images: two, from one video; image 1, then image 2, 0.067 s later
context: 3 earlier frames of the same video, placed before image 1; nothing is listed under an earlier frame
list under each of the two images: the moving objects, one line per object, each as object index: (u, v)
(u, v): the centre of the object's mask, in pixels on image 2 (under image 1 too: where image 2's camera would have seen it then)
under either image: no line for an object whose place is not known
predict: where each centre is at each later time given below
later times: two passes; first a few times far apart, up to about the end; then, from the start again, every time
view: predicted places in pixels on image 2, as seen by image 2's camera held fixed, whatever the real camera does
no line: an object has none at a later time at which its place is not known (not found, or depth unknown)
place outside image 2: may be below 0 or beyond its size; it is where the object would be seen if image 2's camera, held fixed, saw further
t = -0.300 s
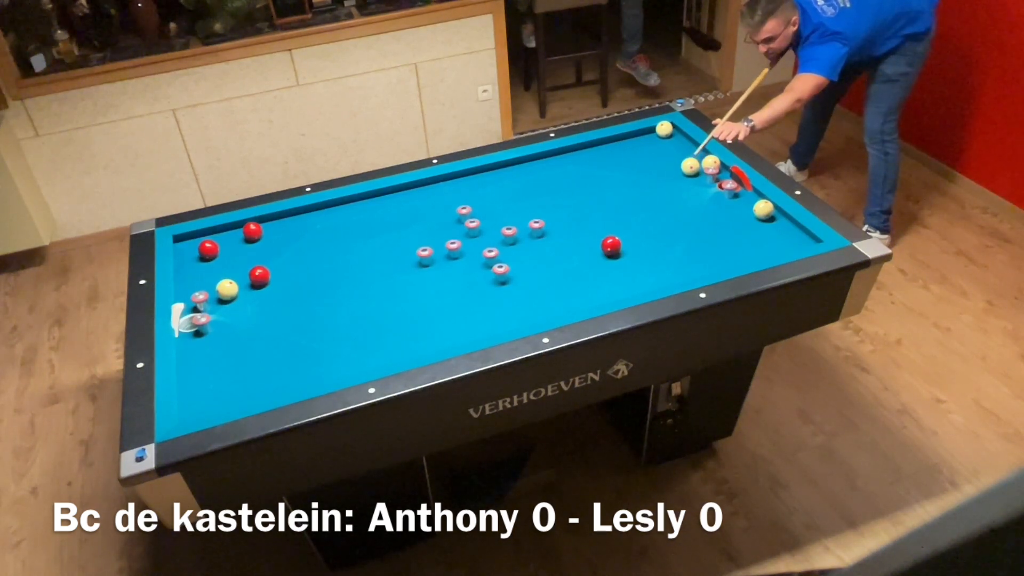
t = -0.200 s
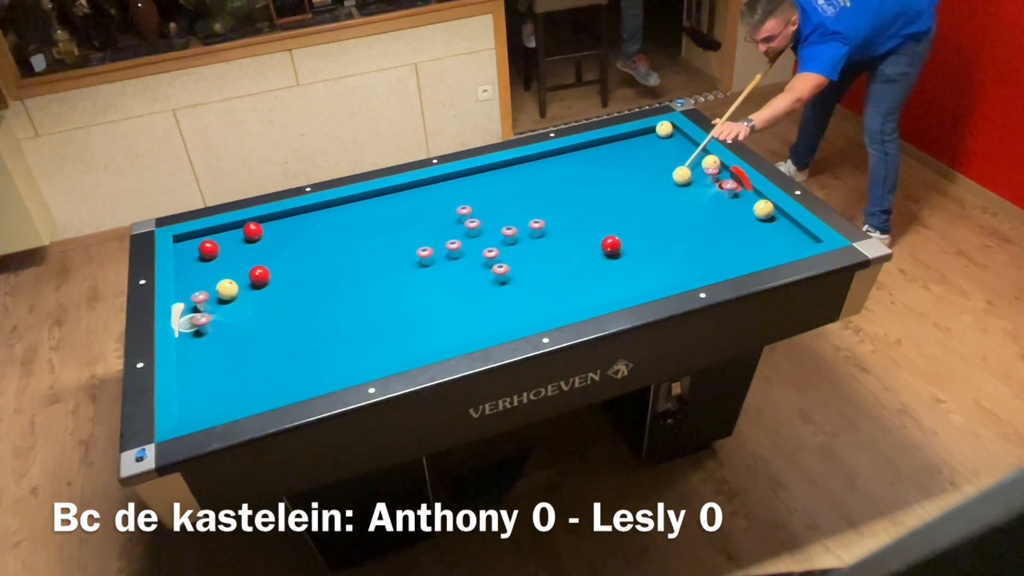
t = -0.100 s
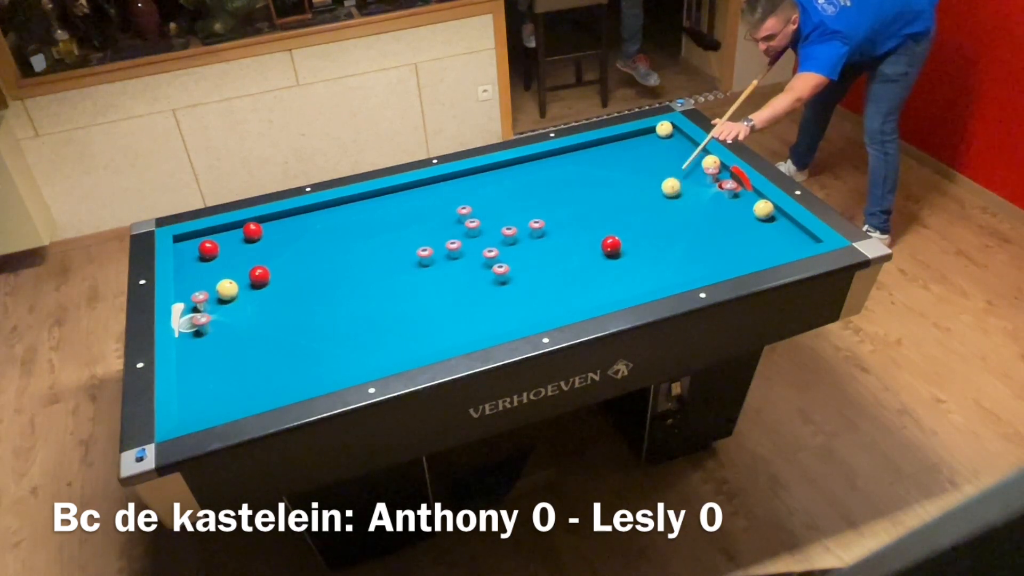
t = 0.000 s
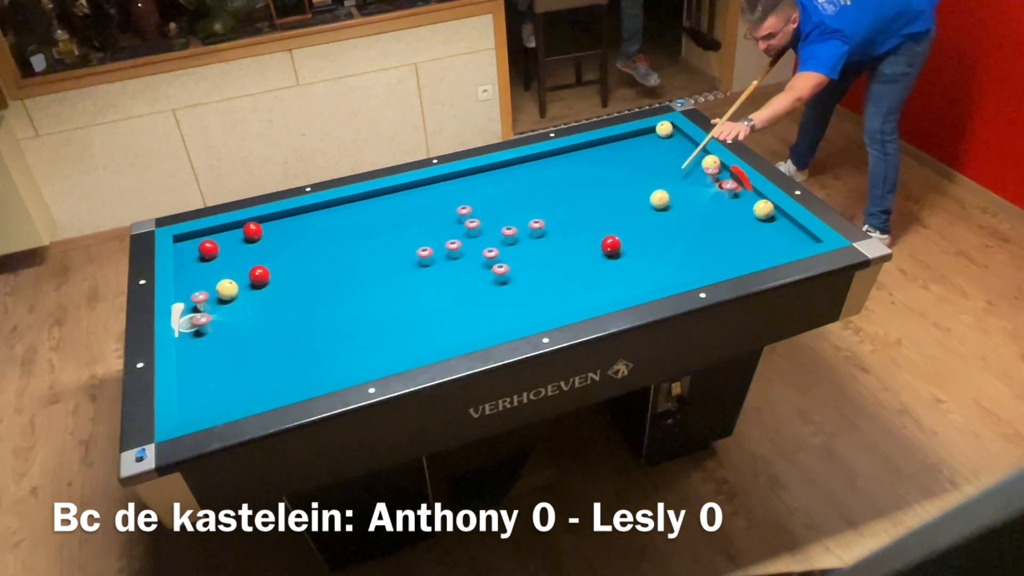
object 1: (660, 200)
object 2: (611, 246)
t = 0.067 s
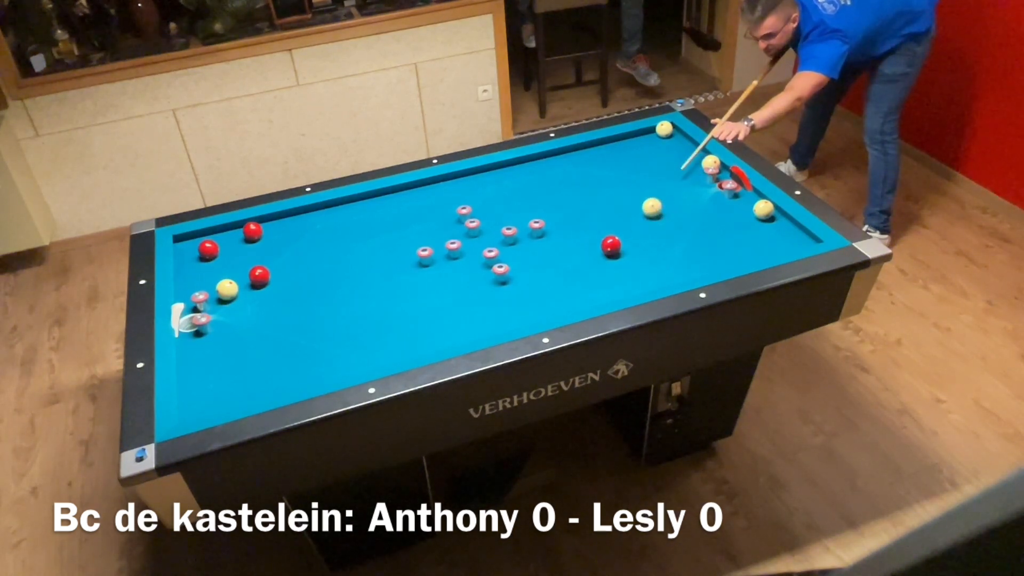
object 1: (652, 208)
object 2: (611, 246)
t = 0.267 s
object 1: (628, 234)
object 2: (611, 246)
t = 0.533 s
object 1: (626, 248)
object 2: (579, 268)
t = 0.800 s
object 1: (626, 261)
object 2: (547, 290)
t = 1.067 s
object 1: (625, 274)
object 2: (513, 314)
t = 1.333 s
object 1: (624, 286)
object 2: (477, 330)
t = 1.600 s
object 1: (614, 291)
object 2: (443, 333)
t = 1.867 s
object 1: (597, 291)
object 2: (410, 336)
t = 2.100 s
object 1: (584, 290)
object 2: (383, 337)
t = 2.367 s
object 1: (569, 289)
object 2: (353, 339)
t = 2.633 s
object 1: (556, 288)
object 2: (324, 340)
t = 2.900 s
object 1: (544, 288)
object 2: (297, 342)
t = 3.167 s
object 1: (533, 287)
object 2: (271, 344)
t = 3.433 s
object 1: (524, 287)
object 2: (246, 345)
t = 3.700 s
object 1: (515, 286)
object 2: (223, 346)
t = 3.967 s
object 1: (508, 286)
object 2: (201, 348)
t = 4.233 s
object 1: (502, 286)
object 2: (193, 345)
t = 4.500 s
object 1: (497, 286)
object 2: (203, 341)
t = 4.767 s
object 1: (493, 286)
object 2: (213, 337)
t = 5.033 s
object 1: (490, 287)
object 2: (222, 334)
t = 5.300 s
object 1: (489, 287)
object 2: (229, 331)
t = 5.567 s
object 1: (488, 287)
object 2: (235, 328)
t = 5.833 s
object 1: (488, 287)
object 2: (239, 327)
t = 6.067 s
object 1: (488, 287)
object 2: (242, 326)
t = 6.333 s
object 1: (488, 287)
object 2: (245, 326)
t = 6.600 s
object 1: (488, 287)
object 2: (246, 326)
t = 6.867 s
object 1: (488, 287)
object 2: (247, 325)
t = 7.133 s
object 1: (488, 287)
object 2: (247, 325)
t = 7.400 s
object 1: (488, 287)
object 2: (247, 325)
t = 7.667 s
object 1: (488, 287)
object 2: (247, 325)
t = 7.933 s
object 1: (488, 287)
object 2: (247, 325)
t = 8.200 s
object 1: (488, 287)
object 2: (247, 325)
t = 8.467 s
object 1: (488, 287)
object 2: (247, 325)
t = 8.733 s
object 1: (488, 287)
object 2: (247, 325)
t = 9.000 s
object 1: (488, 287)
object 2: (247, 325)
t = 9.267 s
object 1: (488, 287)
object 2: (247, 325)
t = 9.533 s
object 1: (488, 287)
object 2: (247, 325)
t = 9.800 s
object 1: (488, 287)
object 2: (247, 325)
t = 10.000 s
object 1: (488, 287)
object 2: (247, 325)
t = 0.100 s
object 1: (648, 212)
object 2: (611, 246)
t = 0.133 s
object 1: (644, 216)
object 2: (611, 246)
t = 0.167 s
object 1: (640, 221)
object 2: (611, 246)
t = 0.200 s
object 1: (636, 225)
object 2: (611, 246)
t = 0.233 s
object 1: (632, 230)
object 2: (611, 246)
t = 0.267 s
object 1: (628, 234)
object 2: (611, 246)
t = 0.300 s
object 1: (625, 237)
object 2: (609, 247)
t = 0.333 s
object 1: (626, 238)
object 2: (604, 251)
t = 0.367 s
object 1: (626, 240)
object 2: (600, 254)
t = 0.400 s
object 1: (626, 241)
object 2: (595, 257)
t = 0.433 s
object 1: (626, 243)
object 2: (591, 260)
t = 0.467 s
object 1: (626, 244)
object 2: (587, 263)
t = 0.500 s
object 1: (626, 246)
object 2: (583, 265)
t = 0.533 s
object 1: (626, 248)
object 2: (579, 268)
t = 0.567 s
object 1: (626, 250)
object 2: (575, 271)
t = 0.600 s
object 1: (626, 251)
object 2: (571, 274)
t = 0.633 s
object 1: (626, 253)
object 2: (567, 276)
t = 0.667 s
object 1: (626, 254)
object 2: (563, 279)
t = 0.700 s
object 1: (626, 256)
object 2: (559, 282)
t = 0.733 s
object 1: (626, 258)
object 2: (555, 285)
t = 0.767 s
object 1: (626, 259)
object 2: (551, 288)
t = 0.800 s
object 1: (626, 261)
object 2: (547, 290)
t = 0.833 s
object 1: (626, 263)
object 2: (543, 293)
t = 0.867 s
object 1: (625, 264)
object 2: (539, 296)
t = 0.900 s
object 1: (625, 266)
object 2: (534, 299)
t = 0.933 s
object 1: (625, 268)
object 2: (530, 302)
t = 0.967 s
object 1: (625, 270)
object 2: (526, 305)
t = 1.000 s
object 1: (625, 271)
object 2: (522, 308)
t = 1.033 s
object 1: (625, 273)
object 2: (517, 311)
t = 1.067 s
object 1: (625, 274)
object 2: (513, 314)
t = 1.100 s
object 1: (625, 276)
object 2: (508, 317)
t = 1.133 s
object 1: (625, 277)
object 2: (504, 319)
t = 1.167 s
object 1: (624, 279)
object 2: (499, 322)
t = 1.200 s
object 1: (624, 281)
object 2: (495, 324)
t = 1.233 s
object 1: (624, 282)
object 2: (490, 327)
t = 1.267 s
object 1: (624, 284)
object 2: (486, 329)
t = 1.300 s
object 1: (624, 285)
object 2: (482, 329)
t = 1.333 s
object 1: (624, 286)
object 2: (477, 330)
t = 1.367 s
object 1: (623, 287)
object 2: (473, 331)
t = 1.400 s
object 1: (623, 289)
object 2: (469, 331)
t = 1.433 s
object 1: (623, 289)
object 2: (464, 332)
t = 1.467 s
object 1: (622, 290)
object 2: (460, 332)
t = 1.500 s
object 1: (620, 290)
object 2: (456, 332)
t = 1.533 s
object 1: (618, 290)
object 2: (452, 333)
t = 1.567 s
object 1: (616, 291)
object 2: (447, 333)
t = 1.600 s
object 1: (614, 291)
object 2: (443, 333)
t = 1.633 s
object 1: (611, 291)
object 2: (439, 334)
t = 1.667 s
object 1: (609, 291)
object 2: (435, 334)
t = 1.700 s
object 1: (607, 291)
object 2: (431, 335)
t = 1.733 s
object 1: (605, 291)
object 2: (427, 335)
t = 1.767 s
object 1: (603, 291)
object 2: (423, 335)
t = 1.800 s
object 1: (601, 291)
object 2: (419, 336)
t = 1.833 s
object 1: (599, 291)
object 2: (415, 336)
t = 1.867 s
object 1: (597, 291)
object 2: (410, 336)
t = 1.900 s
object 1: (596, 291)
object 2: (406, 336)
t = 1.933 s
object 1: (594, 291)
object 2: (403, 336)
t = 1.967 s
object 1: (591, 290)
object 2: (399, 337)
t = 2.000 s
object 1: (589, 290)
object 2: (395, 337)
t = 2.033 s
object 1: (587, 290)
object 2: (391, 337)
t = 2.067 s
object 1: (586, 290)
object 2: (387, 337)
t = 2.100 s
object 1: (584, 290)
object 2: (383, 337)
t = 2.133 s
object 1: (582, 289)
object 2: (379, 338)
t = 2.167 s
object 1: (580, 289)
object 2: (375, 338)
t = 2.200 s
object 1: (578, 289)
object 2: (372, 338)
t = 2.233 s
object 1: (576, 289)
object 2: (368, 338)
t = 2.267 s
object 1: (574, 289)
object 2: (364, 339)
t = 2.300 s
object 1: (573, 289)
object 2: (360, 338)
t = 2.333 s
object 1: (571, 289)
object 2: (356, 339)
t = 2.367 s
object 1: (569, 289)
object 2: (353, 339)
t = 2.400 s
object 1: (568, 289)
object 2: (349, 339)
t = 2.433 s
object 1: (566, 288)
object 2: (346, 340)
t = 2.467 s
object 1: (564, 288)
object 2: (342, 340)
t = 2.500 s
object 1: (562, 288)
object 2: (338, 340)
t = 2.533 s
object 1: (561, 288)
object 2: (335, 340)
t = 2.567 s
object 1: (559, 288)
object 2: (331, 340)
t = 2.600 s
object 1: (557, 288)
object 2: (328, 340)
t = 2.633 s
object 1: (556, 288)
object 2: (324, 340)
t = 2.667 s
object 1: (554, 288)
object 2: (321, 341)
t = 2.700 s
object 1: (553, 288)
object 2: (317, 341)
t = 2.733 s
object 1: (551, 288)
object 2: (314, 341)
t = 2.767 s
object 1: (550, 288)
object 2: (310, 341)
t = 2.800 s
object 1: (548, 288)
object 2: (307, 341)
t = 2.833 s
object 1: (547, 288)
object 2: (304, 341)
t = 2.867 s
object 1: (545, 288)
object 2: (300, 342)
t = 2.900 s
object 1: (544, 288)
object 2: (297, 342)
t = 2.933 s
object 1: (543, 287)
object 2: (294, 342)
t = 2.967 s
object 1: (541, 288)
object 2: (290, 342)
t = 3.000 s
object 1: (540, 287)
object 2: (287, 342)
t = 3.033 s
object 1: (538, 287)
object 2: (284, 343)
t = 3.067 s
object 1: (537, 287)
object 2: (281, 343)
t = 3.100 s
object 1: (536, 287)
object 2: (277, 343)
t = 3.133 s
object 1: (535, 287)
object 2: (274, 343)
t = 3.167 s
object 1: (533, 287)
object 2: (271, 344)
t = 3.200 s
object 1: (532, 287)
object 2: (268, 344)
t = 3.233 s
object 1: (531, 287)
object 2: (265, 344)
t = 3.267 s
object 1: (530, 287)
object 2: (262, 344)
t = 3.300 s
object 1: (528, 287)
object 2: (259, 345)
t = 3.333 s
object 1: (527, 287)
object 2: (256, 345)
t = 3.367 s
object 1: (526, 287)
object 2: (252, 345)
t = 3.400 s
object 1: (525, 287)
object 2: (249, 345)
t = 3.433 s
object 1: (524, 287)
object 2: (246, 345)
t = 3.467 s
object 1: (523, 287)
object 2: (243, 345)
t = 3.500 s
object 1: (522, 287)
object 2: (240, 346)
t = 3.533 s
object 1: (521, 287)
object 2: (237, 346)
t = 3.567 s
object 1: (520, 287)
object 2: (235, 346)
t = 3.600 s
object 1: (518, 287)
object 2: (232, 346)
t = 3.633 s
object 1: (517, 287)
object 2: (229, 346)
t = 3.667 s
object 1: (516, 287)
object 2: (226, 346)
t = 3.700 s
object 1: (515, 286)
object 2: (223, 346)
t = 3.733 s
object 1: (514, 286)
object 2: (220, 347)
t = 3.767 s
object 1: (514, 286)
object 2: (218, 347)
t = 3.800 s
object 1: (513, 286)
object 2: (215, 348)
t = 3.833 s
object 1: (512, 286)
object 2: (212, 347)
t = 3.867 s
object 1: (511, 286)
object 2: (209, 347)
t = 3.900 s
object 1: (510, 286)
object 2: (206, 348)
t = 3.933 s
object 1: (509, 286)
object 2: (204, 348)
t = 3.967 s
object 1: (508, 286)
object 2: (201, 348)
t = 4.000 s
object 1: (507, 286)
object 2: (198, 348)
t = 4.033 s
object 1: (506, 286)
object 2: (196, 348)
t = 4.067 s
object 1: (506, 286)
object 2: (194, 348)
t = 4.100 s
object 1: (505, 286)
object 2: (191, 348)
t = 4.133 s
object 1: (504, 286)
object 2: (188, 348)
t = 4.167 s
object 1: (503, 286)
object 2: (190, 348)
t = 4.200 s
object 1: (503, 286)
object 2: (191, 346)
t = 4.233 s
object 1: (502, 286)
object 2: (193, 345)
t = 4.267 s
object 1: (501, 286)
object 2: (194, 345)
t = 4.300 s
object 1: (501, 286)
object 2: (195, 345)
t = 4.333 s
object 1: (500, 286)
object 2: (196, 344)
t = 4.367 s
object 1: (499, 286)
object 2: (198, 343)
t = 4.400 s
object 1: (499, 286)
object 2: (199, 343)
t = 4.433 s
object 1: (498, 286)
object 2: (201, 342)
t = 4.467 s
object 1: (498, 286)
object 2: (202, 341)
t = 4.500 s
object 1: (497, 286)
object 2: (203, 341)
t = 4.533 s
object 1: (497, 286)
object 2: (205, 340)
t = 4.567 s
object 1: (496, 286)
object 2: (206, 340)
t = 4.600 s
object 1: (496, 286)
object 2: (207, 339)
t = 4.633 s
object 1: (495, 286)
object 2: (208, 339)
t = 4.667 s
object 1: (495, 286)
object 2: (209, 339)
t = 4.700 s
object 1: (494, 286)
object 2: (211, 338)
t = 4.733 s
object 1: (494, 286)
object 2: (212, 338)
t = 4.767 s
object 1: (493, 286)
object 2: (213, 337)
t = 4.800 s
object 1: (493, 286)
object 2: (214, 337)
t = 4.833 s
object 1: (492, 286)
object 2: (215, 336)
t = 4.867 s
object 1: (492, 286)
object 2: (216, 336)
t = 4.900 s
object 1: (492, 286)
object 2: (217, 336)
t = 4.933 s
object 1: (491, 286)
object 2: (218, 335)
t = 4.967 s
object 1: (491, 286)
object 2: (220, 335)
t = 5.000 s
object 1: (491, 286)
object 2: (221, 334)
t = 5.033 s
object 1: (490, 287)
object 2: (222, 334)
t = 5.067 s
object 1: (490, 287)
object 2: (223, 333)
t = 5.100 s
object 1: (490, 287)
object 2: (224, 332)
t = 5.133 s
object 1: (490, 287)
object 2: (225, 332)
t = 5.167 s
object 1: (489, 287)
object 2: (225, 332)
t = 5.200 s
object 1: (489, 287)
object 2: (226, 332)
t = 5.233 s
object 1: (489, 287)
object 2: (227, 332)
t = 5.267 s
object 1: (489, 287)
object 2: (228, 331)
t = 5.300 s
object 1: (489, 287)
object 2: (229, 331)
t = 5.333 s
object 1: (488, 287)
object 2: (230, 330)
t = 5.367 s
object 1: (488, 287)
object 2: (230, 330)
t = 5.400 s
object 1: (488, 287)
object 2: (231, 330)
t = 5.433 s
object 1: (488, 287)
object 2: (232, 329)
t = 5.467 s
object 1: (488, 287)
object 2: (233, 329)
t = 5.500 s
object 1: (488, 287)
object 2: (233, 329)
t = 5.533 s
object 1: (488, 287)
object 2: (234, 329)
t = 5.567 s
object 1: (488, 287)
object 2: (235, 328)
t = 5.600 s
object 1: (488, 287)
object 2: (235, 328)
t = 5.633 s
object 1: (488, 287)
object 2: (236, 328)
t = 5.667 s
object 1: (488, 287)
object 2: (236, 328)
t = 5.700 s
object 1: (488, 287)
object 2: (237, 328)
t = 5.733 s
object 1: (488, 287)
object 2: (237, 328)
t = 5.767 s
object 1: (488, 287)
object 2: (238, 327)
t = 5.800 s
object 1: (488, 287)
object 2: (239, 327)
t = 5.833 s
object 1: (488, 287)
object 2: (239, 327)
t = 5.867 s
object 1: (488, 287)
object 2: (240, 327)
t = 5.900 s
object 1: (488, 287)
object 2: (240, 327)
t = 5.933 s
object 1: (488, 287)
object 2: (241, 327)
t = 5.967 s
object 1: (488, 287)
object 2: (241, 327)
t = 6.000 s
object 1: (488, 287)
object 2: (242, 326)
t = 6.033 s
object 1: (488, 287)
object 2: (242, 326)
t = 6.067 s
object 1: (488, 287)
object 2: (242, 326)
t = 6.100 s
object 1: (488, 287)
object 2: (243, 326)
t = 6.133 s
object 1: (488, 287)
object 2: (243, 326)
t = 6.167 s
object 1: (488, 287)
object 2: (244, 326)
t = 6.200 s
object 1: (488, 287)
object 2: (244, 326)
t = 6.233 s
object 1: (488, 287)
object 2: (244, 326)
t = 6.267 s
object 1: (488, 287)
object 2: (244, 326)
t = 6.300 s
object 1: (488, 287)
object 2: (245, 326)
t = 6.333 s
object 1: (488, 287)
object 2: (245, 326)
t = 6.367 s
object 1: (488, 287)
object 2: (245, 326)
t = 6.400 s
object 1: (488, 287)
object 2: (245, 326)
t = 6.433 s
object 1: (488, 287)
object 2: (246, 326)
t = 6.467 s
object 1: (488, 287)
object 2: (246, 326)
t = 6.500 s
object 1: (488, 287)
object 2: (246, 326)
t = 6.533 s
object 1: (488, 287)
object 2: (246, 326)
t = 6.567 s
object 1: (488, 287)
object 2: (246, 326)
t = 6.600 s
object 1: (488, 287)
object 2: (246, 326)
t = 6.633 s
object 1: (488, 287)
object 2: (246, 325)
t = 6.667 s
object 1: (488, 287)
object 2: (246, 325)
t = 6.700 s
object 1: (488, 287)
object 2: (246, 325)
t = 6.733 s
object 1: (488, 287)
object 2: (247, 325)
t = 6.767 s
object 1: (488, 287)
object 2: (247, 325)
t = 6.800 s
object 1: (488, 287)
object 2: (247, 325)
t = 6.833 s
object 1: (488, 287)
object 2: (247, 325)
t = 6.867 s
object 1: (488, 287)
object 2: (247, 325)
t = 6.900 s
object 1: (488, 287)
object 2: (247, 325)
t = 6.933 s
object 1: (488, 287)
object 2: (247, 325)
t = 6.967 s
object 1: (488, 287)
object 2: (247, 325)
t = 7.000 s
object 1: (488, 287)
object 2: (247, 325)
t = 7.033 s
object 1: (488, 287)
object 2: (247, 325)
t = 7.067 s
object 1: (488, 287)
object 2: (247, 325)
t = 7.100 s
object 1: (488, 287)
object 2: (247, 325)
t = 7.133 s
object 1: (488, 287)
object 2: (247, 325)
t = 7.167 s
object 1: (488, 287)
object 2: (247, 325)
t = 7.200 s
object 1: (488, 287)
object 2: (247, 325)
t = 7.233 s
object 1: (488, 287)
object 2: (247, 325)
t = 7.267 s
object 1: (488, 287)
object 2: (247, 325)
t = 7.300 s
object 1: (488, 287)
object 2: (247, 325)
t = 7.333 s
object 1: (488, 287)
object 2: (247, 325)
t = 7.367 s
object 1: (488, 287)
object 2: (247, 325)
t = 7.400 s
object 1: (488, 287)
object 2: (247, 325)
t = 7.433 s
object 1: (488, 287)
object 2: (247, 325)
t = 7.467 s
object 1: (488, 287)
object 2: (247, 325)
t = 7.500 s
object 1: (488, 287)
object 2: (247, 325)
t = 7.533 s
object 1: (488, 287)
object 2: (247, 325)
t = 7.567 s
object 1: (488, 287)
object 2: (247, 325)
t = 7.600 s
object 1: (488, 287)
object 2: (247, 325)
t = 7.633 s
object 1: (488, 287)
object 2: (247, 325)
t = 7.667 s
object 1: (488, 287)
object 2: (247, 325)
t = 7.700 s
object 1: (488, 287)
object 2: (247, 325)
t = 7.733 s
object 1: (488, 287)
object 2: (247, 325)
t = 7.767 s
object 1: (488, 287)
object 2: (247, 325)
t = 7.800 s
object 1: (488, 287)
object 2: (247, 325)
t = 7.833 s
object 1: (488, 287)
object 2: (247, 325)
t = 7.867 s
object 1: (488, 287)
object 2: (247, 325)
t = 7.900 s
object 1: (488, 287)
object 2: (247, 325)
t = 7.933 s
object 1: (488, 287)
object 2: (247, 325)
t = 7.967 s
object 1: (488, 287)
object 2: (247, 325)
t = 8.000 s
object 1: (488, 287)
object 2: (247, 325)
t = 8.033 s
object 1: (488, 287)
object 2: (247, 325)
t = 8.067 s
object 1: (488, 287)
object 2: (247, 325)
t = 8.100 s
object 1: (488, 287)
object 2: (247, 325)
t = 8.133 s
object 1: (488, 287)
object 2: (247, 325)
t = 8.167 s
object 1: (488, 287)
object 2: (247, 325)
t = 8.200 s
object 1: (488, 287)
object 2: (247, 325)
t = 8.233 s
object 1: (488, 287)
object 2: (247, 325)
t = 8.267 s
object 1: (488, 287)
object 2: (247, 325)
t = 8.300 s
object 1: (488, 287)
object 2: (247, 325)
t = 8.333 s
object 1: (488, 287)
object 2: (247, 325)
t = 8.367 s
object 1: (488, 287)
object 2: (247, 325)
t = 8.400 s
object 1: (488, 287)
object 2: (247, 325)
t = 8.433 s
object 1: (488, 287)
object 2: (247, 325)
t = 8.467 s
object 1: (488, 287)
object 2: (247, 325)
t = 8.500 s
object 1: (488, 287)
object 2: (247, 325)
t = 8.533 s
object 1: (488, 287)
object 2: (247, 325)
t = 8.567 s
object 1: (488, 287)
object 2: (247, 325)
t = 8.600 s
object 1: (488, 287)
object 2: (247, 325)
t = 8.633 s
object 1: (488, 287)
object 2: (247, 325)
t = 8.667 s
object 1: (488, 287)
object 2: (247, 325)
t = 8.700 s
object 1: (488, 287)
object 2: (247, 325)
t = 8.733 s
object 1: (488, 287)
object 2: (247, 325)
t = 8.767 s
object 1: (488, 287)
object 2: (247, 325)
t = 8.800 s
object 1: (488, 287)
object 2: (247, 325)
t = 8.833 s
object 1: (488, 287)
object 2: (247, 325)
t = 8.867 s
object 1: (488, 287)
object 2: (247, 325)
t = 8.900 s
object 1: (488, 287)
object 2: (247, 325)
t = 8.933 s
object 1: (488, 287)
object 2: (247, 325)
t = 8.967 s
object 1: (488, 287)
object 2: (247, 325)
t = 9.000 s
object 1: (488, 287)
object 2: (247, 325)
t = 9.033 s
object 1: (488, 287)
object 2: (247, 325)
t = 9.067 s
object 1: (488, 287)
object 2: (247, 325)
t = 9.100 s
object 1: (488, 287)
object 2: (247, 325)
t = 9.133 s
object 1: (488, 287)
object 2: (247, 325)
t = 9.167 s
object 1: (488, 287)
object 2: (247, 325)
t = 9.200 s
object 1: (488, 287)
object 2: (247, 325)
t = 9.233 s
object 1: (488, 287)
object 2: (247, 325)
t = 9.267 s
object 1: (488, 287)
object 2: (247, 325)
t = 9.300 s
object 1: (488, 287)
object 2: (247, 325)
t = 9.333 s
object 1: (488, 287)
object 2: (247, 325)
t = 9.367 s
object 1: (488, 287)
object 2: (247, 325)
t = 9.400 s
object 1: (488, 287)
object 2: (247, 325)
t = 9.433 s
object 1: (488, 287)
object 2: (247, 325)
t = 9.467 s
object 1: (488, 287)
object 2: (247, 325)
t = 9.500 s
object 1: (488, 287)
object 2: (247, 325)
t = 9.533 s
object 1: (488, 287)
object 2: (247, 325)
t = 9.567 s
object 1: (488, 287)
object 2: (247, 325)
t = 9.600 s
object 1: (488, 287)
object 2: (247, 325)
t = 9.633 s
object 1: (488, 287)
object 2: (247, 325)
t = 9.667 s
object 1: (488, 287)
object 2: (247, 325)
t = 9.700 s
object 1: (488, 287)
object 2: (247, 325)
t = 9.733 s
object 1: (488, 287)
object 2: (247, 325)
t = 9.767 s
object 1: (488, 287)
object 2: (247, 325)
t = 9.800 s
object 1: (488, 287)
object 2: (247, 325)
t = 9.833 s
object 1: (488, 287)
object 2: (247, 325)
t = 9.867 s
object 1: (488, 287)
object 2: (247, 325)
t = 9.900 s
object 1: (488, 287)
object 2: (247, 325)
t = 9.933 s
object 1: (488, 287)
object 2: (247, 325)
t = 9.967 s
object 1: (488, 287)
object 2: (247, 325)
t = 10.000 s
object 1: (488, 287)
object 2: (247, 325)
